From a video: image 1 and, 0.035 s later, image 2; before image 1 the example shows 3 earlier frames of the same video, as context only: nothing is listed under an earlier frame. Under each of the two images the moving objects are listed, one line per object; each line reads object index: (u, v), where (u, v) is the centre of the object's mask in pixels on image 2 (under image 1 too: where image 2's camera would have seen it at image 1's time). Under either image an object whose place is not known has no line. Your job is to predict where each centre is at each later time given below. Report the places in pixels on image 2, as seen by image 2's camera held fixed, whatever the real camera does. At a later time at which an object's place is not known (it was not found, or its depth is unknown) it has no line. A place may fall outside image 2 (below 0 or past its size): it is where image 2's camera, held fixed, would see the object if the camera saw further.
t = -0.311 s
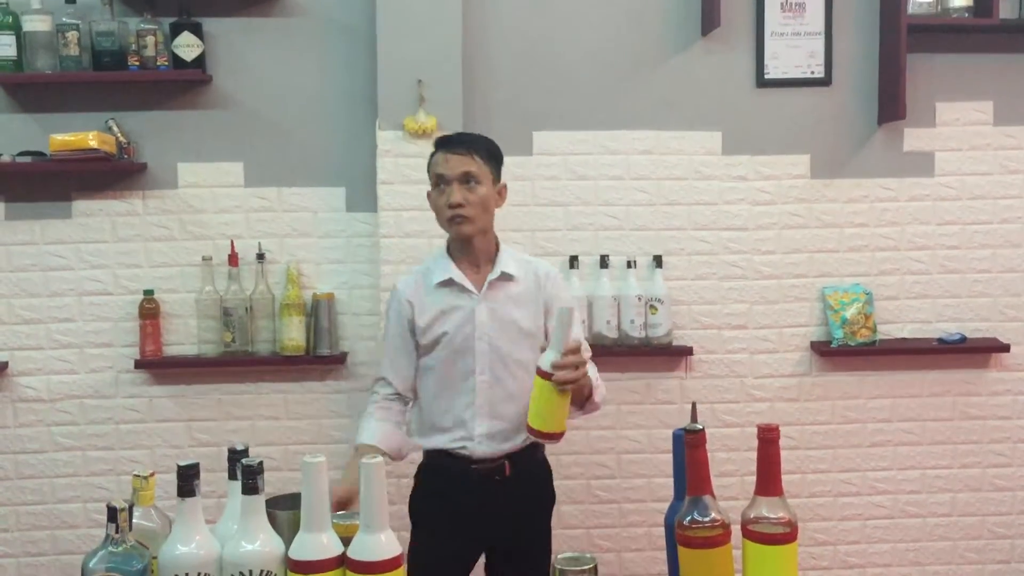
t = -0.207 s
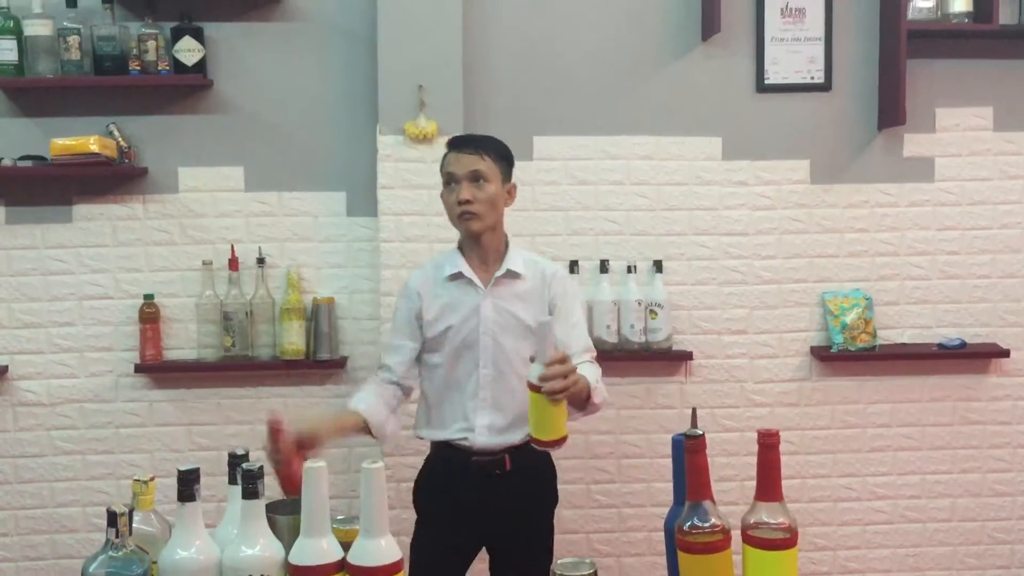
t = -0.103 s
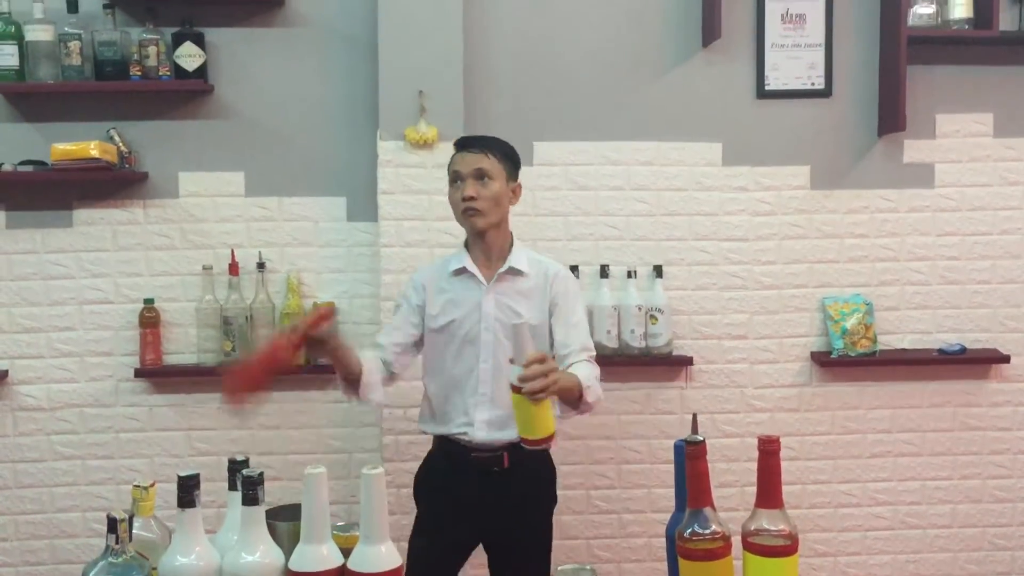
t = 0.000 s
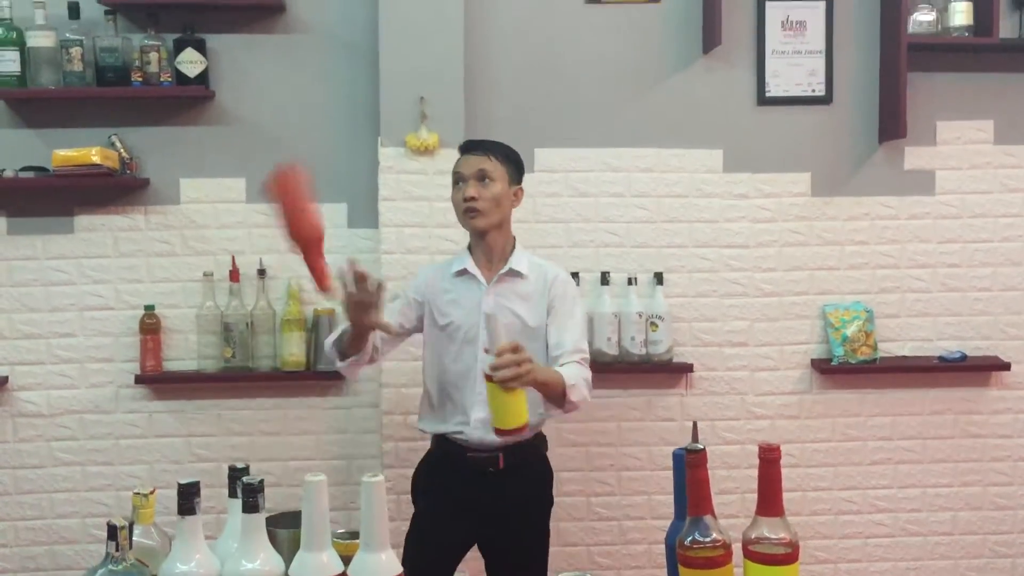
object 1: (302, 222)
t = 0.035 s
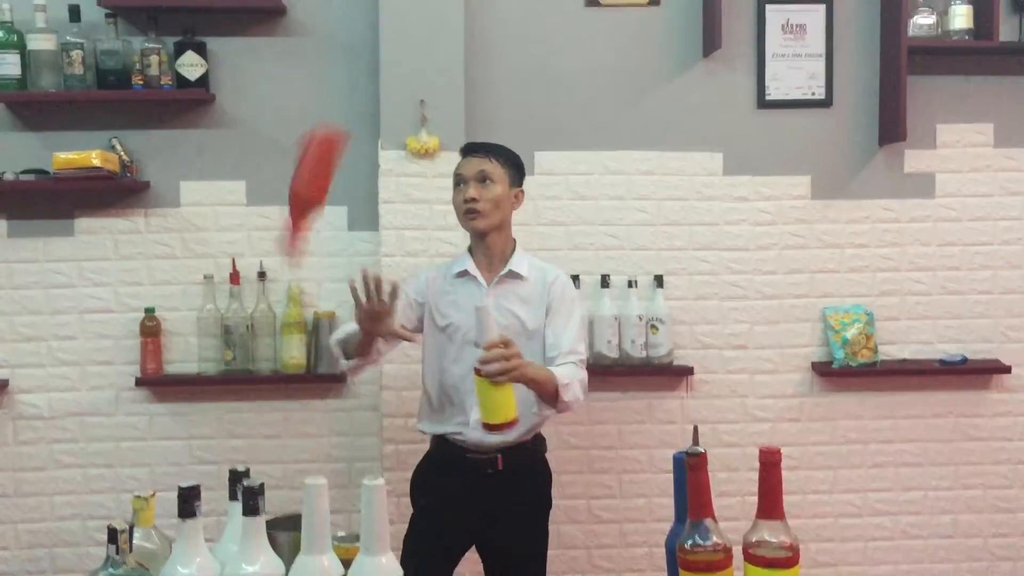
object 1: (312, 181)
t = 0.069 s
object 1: (315, 150)
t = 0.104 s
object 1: (324, 107)
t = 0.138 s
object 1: (344, 69)
